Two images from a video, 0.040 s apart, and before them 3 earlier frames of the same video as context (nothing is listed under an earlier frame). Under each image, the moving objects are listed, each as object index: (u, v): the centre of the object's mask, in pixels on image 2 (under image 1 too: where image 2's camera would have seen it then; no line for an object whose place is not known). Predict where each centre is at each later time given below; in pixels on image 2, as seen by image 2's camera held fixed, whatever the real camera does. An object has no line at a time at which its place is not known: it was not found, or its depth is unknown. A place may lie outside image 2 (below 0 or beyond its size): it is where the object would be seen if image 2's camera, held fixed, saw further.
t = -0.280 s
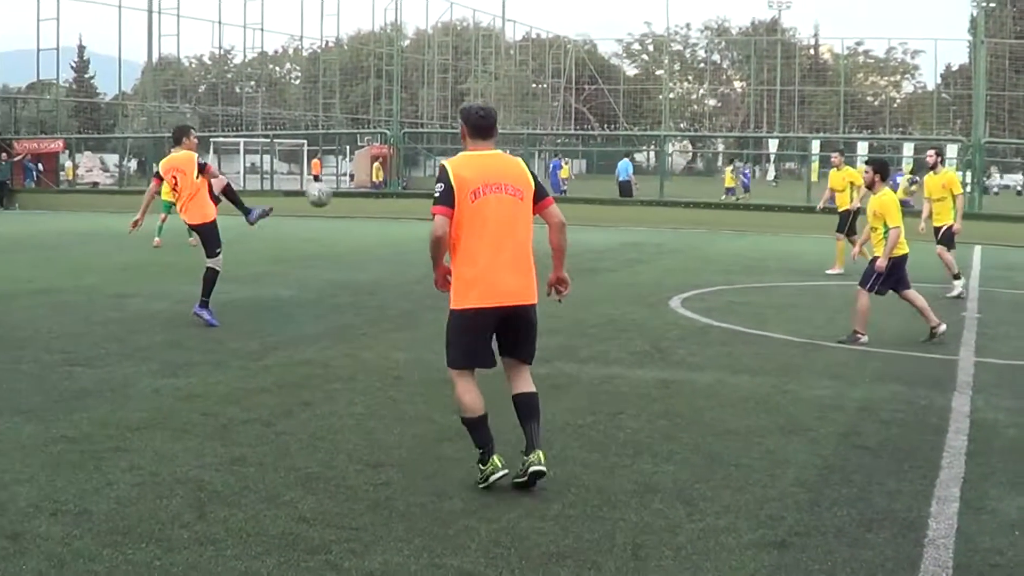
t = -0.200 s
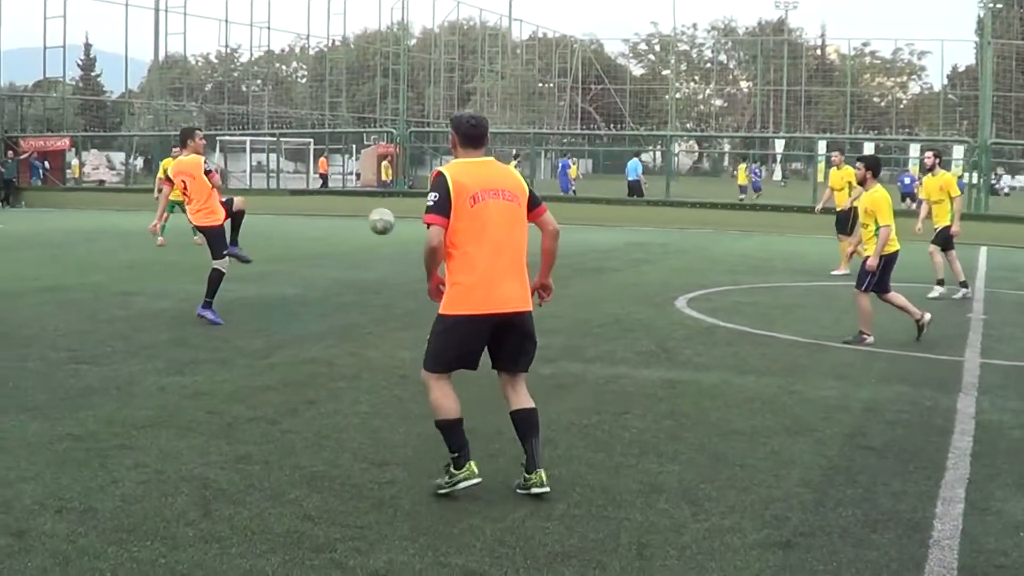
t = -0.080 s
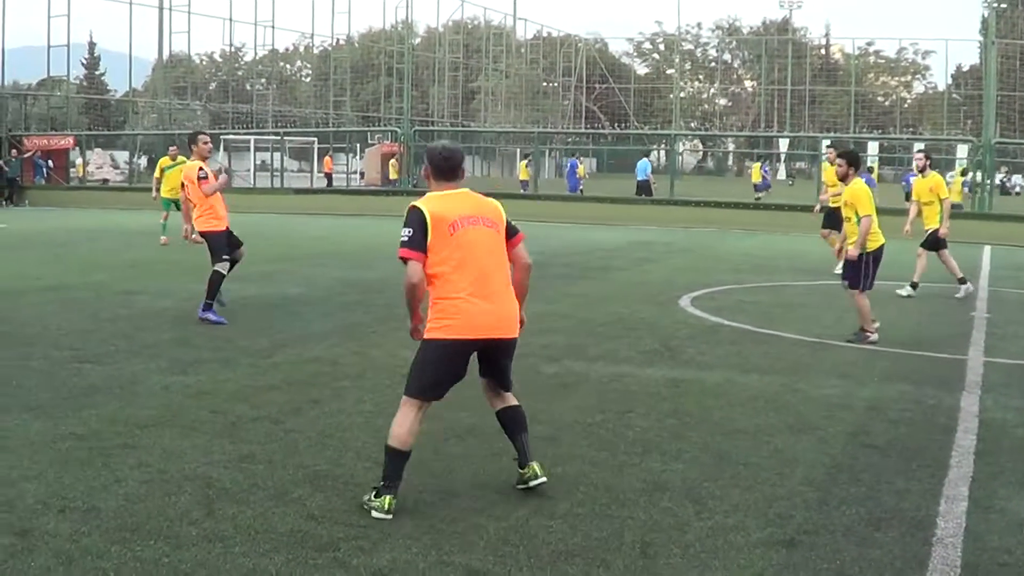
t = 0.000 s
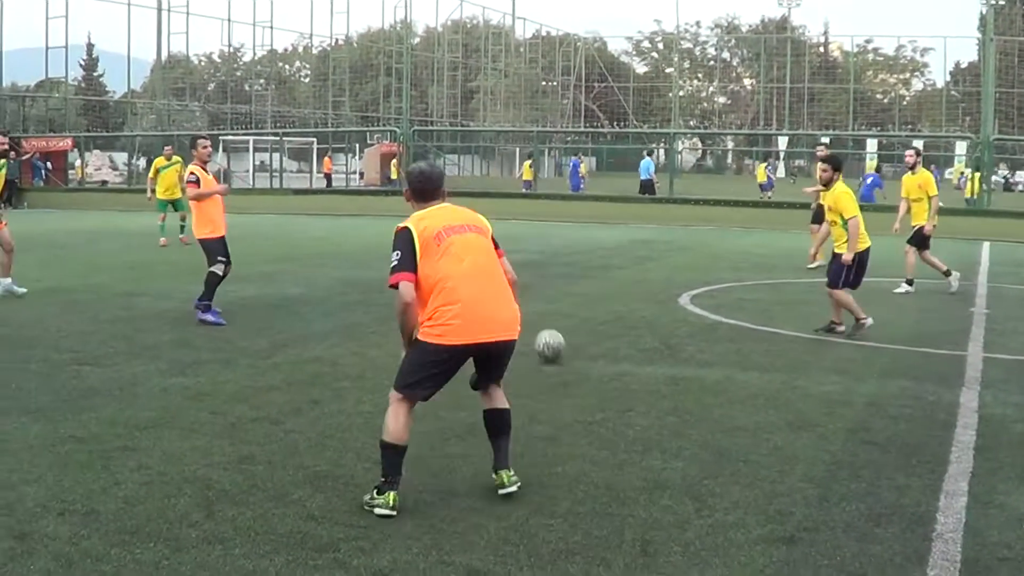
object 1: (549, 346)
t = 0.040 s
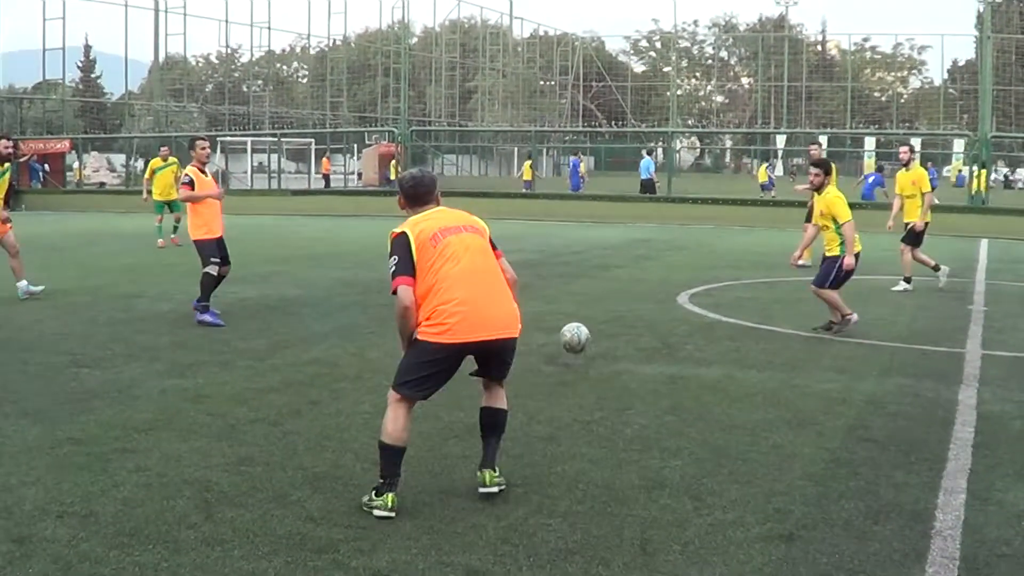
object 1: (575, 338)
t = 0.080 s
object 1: (598, 320)
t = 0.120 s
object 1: (622, 304)
